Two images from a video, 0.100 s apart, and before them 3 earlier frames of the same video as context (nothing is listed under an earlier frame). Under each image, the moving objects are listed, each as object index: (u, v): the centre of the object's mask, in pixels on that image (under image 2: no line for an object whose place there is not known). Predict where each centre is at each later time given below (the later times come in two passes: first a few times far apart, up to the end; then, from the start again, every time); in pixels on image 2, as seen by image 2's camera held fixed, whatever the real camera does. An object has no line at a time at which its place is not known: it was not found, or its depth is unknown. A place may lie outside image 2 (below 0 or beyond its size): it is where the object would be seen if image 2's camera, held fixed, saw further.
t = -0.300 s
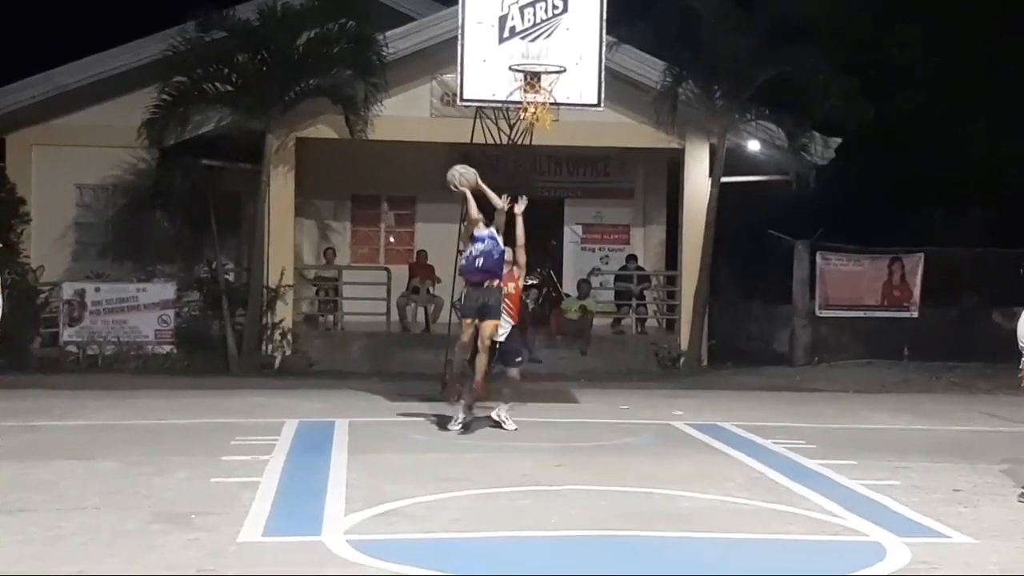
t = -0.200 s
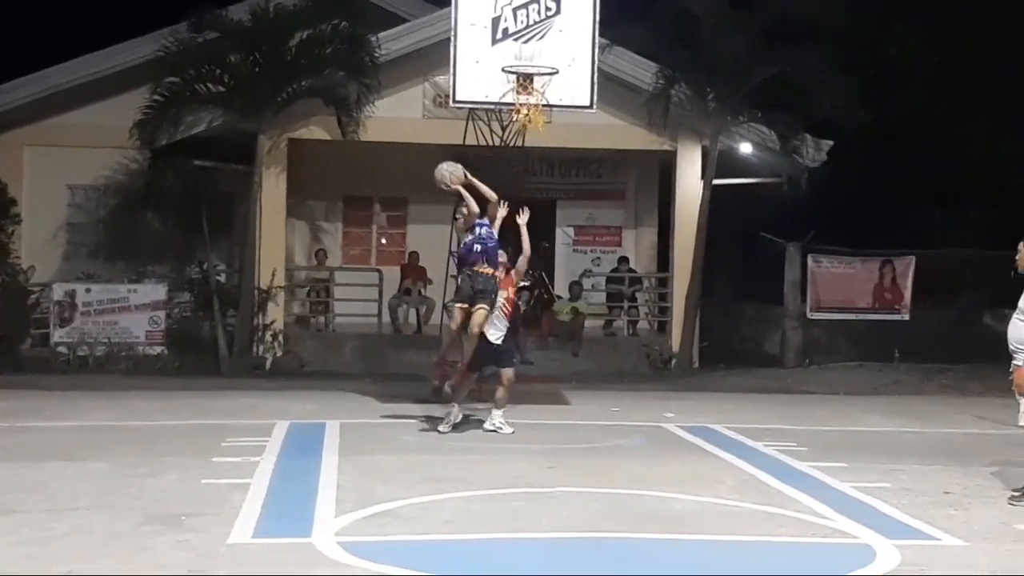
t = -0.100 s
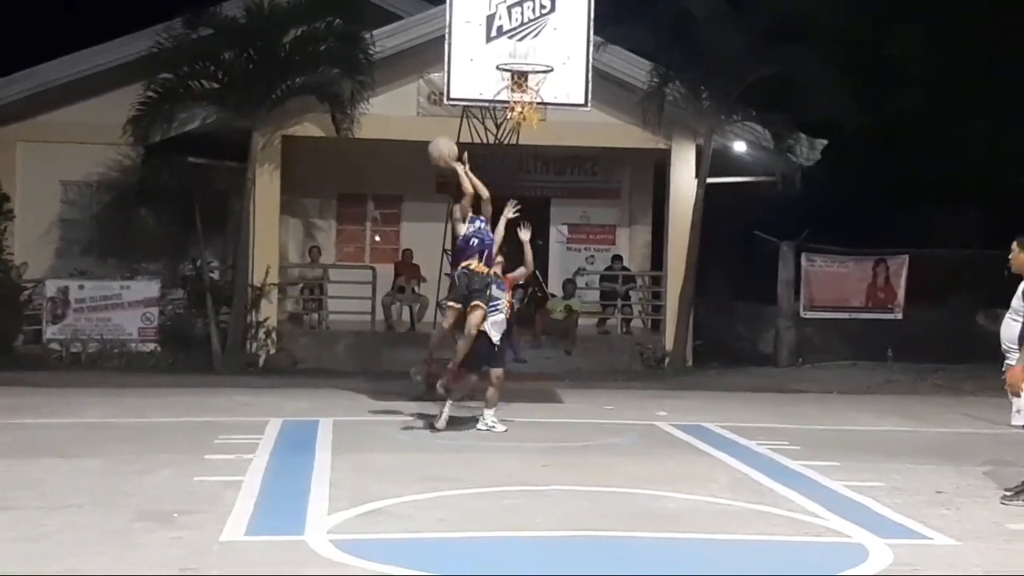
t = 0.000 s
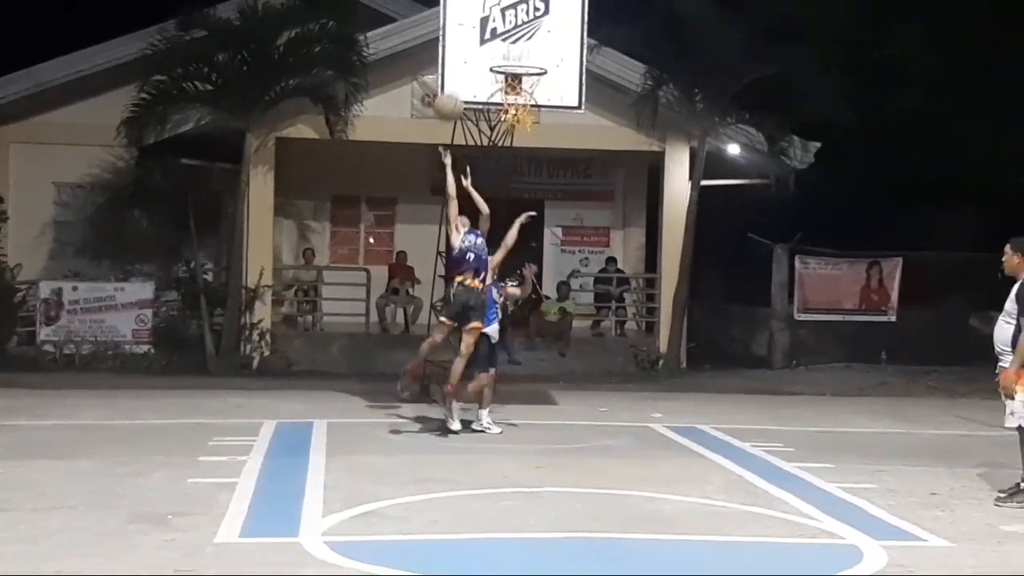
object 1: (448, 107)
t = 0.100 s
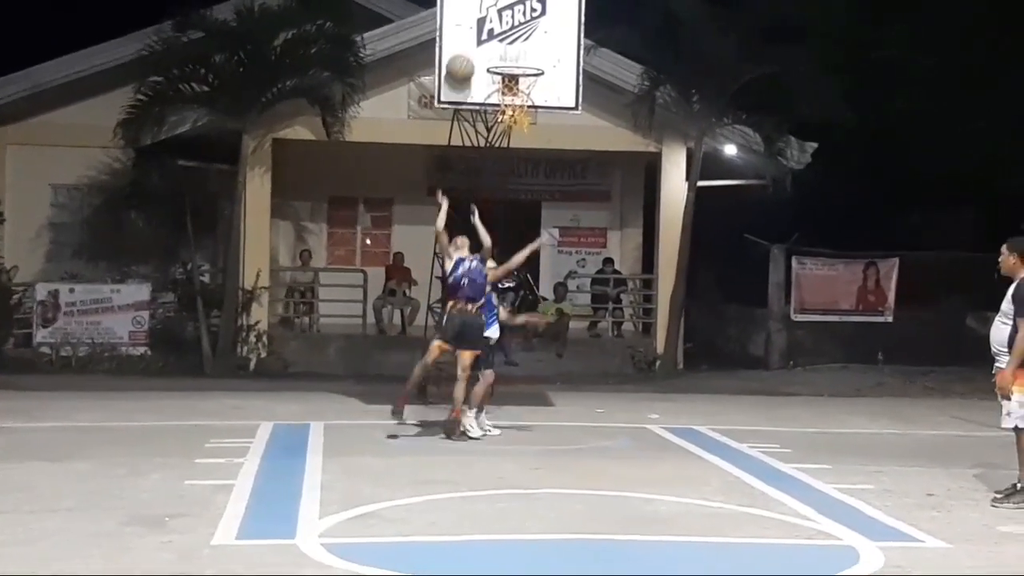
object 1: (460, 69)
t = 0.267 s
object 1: (486, 40)
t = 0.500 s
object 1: (521, 52)
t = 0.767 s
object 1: (540, 52)
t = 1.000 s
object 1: (562, 80)
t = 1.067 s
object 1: (569, 100)
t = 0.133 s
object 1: (466, 58)
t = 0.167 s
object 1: (471, 53)
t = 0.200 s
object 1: (476, 47)
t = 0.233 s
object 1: (480, 43)
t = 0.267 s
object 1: (486, 40)
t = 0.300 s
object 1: (490, 38)
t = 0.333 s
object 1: (496, 38)
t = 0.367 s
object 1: (502, 39)
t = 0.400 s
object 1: (507, 41)
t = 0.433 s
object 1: (513, 44)
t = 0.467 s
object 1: (518, 49)
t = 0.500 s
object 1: (521, 52)
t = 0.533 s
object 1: (524, 50)
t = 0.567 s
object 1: (526, 47)
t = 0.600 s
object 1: (528, 46)
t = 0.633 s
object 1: (530, 47)
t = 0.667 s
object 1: (533, 49)
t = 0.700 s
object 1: (535, 52)
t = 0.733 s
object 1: (537, 53)
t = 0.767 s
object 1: (540, 52)
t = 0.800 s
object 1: (544, 52)
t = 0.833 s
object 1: (547, 53)
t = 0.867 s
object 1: (550, 56)
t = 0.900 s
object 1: (553, 60)
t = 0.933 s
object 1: (556, 65)
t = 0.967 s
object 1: (559, 72)
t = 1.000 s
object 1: (562, 80)
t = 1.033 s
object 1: (566, 89)
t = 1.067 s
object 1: (569, 100)
